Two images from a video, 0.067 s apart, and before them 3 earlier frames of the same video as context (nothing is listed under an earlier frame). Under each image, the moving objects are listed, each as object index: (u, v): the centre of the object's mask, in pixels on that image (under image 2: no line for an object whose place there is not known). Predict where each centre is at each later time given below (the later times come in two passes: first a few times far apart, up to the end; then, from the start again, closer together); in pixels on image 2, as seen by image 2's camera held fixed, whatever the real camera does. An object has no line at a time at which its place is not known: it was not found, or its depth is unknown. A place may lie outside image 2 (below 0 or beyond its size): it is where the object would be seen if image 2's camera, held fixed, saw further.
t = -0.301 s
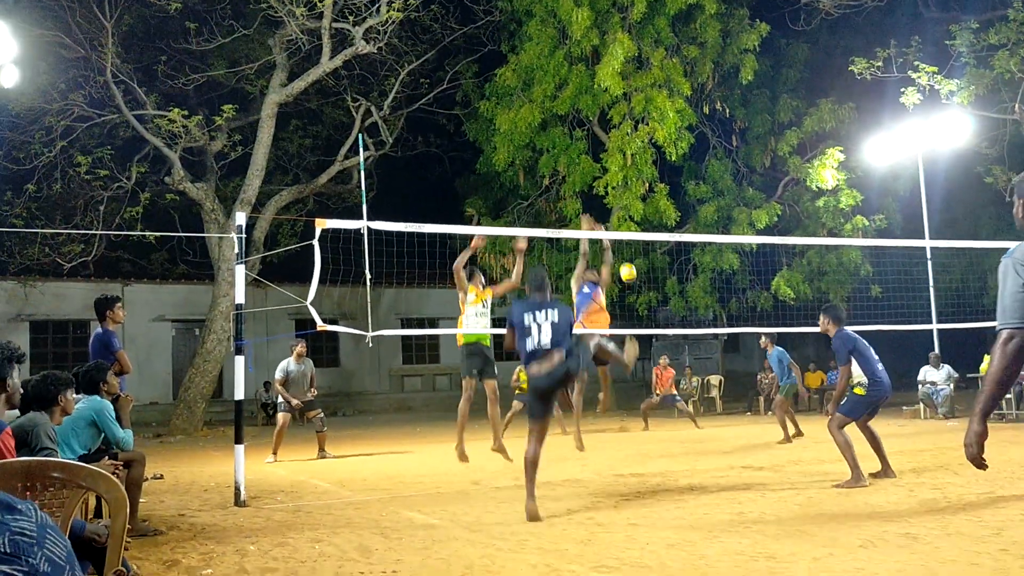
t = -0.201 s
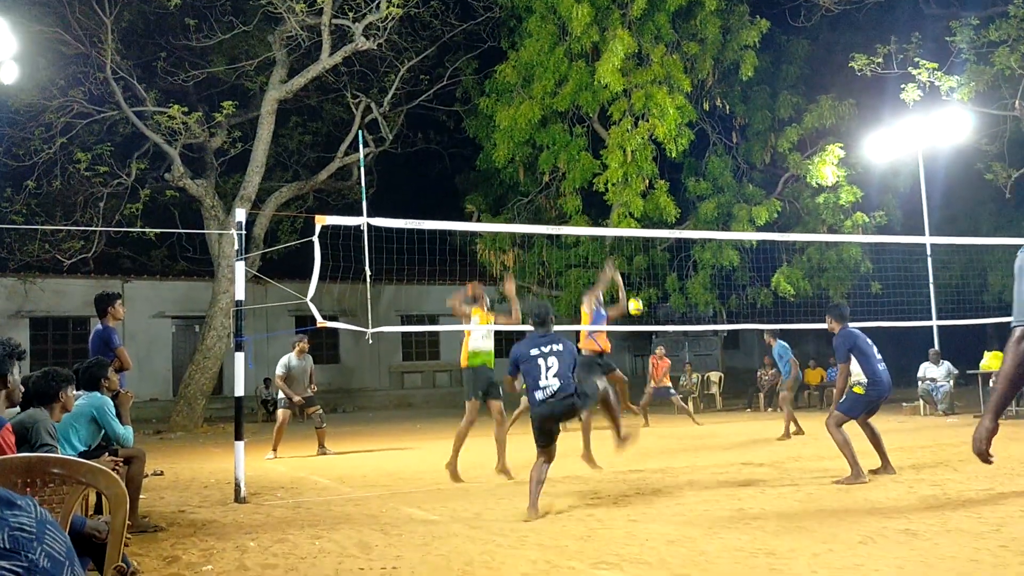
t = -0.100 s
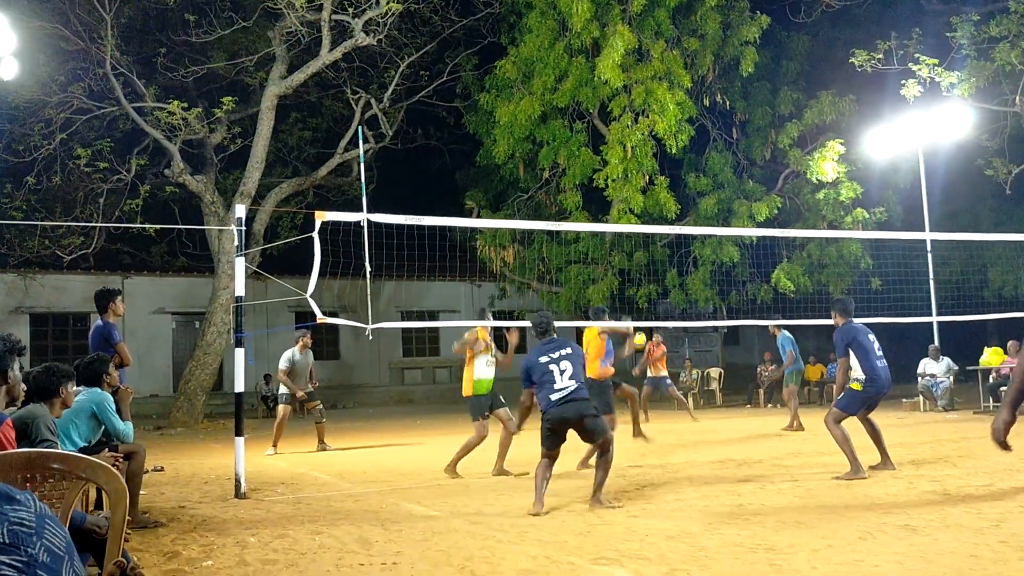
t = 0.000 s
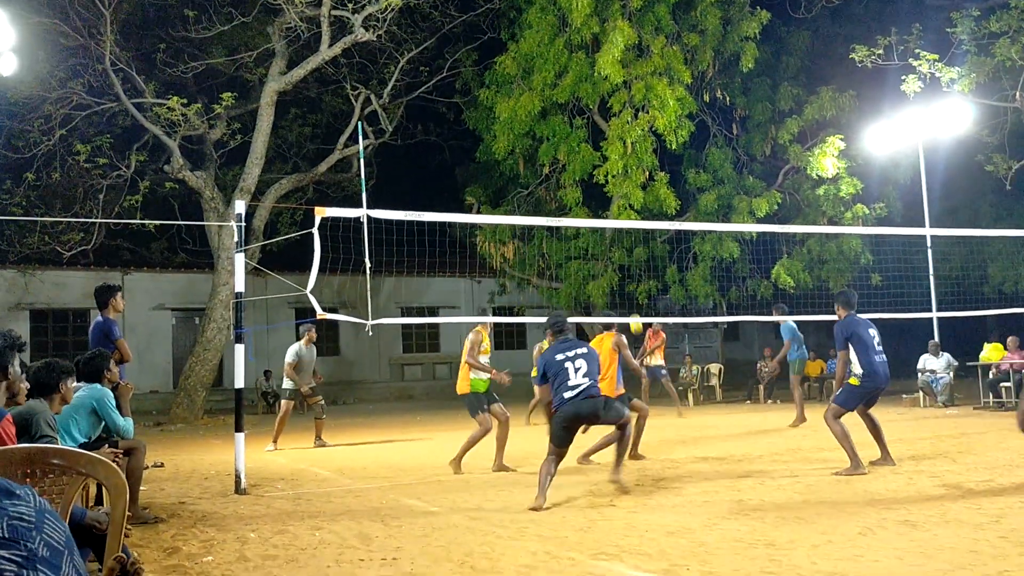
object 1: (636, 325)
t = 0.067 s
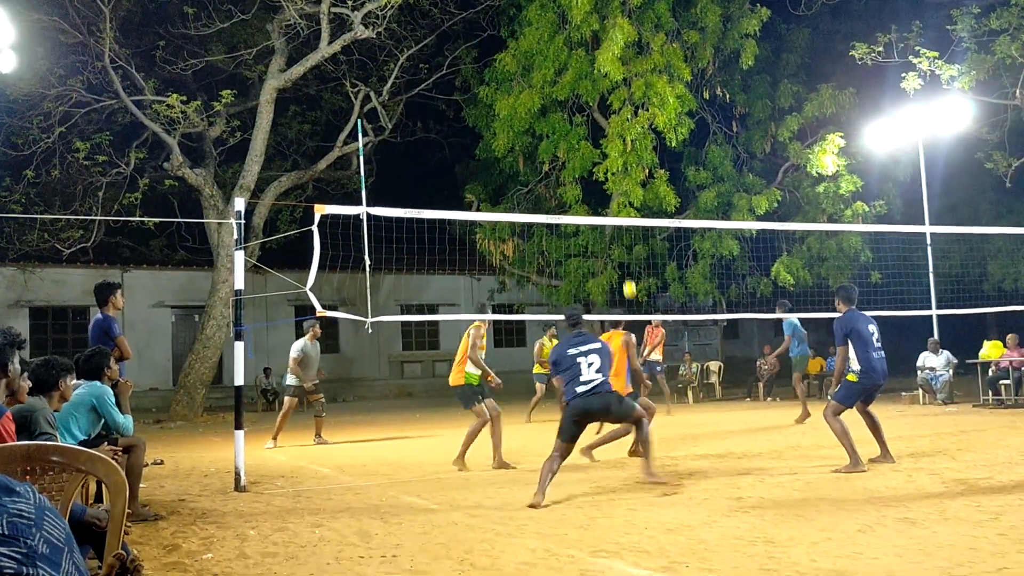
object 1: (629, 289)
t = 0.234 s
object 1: (614, 214)
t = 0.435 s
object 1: (596, 153)
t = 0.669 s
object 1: (575, 104)
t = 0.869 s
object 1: (557, 85)
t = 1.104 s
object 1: (537, 94)
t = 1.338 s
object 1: (517, 139)
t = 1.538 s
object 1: (501, 204)
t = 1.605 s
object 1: (496, 235)
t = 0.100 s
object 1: (626, 274)
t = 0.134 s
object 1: (623, 259)
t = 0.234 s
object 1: (614, 214)
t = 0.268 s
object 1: (611, 207)
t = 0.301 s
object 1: (608, 194)
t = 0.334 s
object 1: (605, 184)
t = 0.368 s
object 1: (601, 173)
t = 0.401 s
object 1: (599, 163)
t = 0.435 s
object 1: (596, 153)
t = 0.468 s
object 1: (593, 144)
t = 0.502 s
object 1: (590, 135)
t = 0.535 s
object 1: (587, 128)
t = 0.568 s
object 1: (584, 121)
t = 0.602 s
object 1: (581, 114)
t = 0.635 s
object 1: (578, 109)
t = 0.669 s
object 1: (575, 104)
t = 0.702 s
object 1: (572, 99)
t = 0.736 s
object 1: (569, 95)
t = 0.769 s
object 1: (566, 91)
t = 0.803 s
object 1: (563, 89)
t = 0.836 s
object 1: (560, 87)
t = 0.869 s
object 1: (557, 85)
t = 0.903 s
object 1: (554, 85)
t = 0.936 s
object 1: (551, 85)
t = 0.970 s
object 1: (549, 85)
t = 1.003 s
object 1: (546, 87)
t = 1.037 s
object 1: (543, 88)
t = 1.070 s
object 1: (540, 91)
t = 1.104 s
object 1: (537, 94)
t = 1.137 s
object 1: (534, 99)
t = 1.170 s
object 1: (531, 104)
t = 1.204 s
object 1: (529, 109)
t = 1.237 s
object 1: (526, 115)
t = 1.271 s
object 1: (523, 122)
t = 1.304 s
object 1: (520, 130)
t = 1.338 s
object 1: (517, 139)
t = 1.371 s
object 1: (515, 148)
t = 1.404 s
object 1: (512, 158)
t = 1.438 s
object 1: (509, 169)
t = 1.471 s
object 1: (506, 180)
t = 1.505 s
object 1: (504, 193)
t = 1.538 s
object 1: (501, 204)
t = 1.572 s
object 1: (498, 220)
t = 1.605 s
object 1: (496, 235)
